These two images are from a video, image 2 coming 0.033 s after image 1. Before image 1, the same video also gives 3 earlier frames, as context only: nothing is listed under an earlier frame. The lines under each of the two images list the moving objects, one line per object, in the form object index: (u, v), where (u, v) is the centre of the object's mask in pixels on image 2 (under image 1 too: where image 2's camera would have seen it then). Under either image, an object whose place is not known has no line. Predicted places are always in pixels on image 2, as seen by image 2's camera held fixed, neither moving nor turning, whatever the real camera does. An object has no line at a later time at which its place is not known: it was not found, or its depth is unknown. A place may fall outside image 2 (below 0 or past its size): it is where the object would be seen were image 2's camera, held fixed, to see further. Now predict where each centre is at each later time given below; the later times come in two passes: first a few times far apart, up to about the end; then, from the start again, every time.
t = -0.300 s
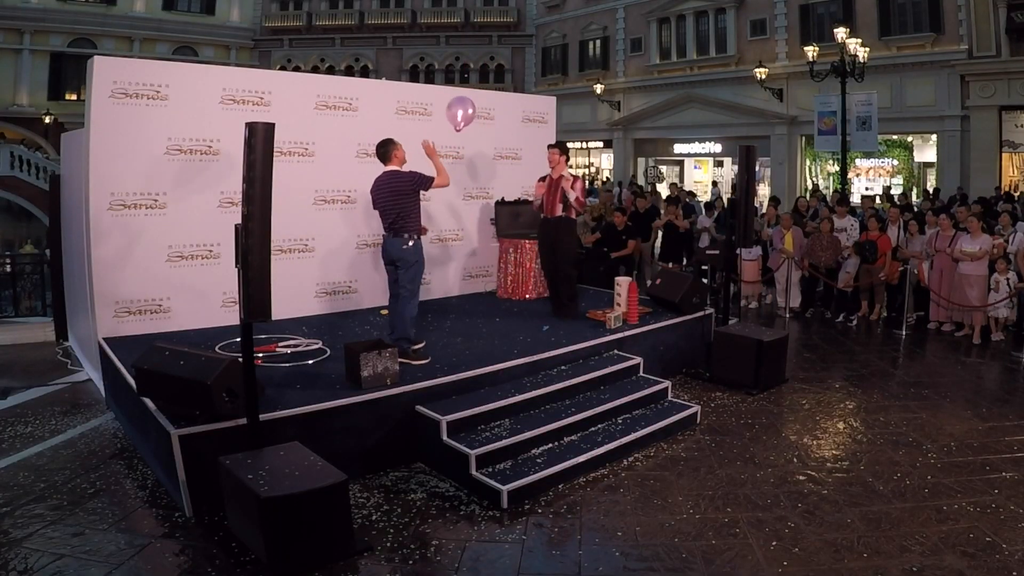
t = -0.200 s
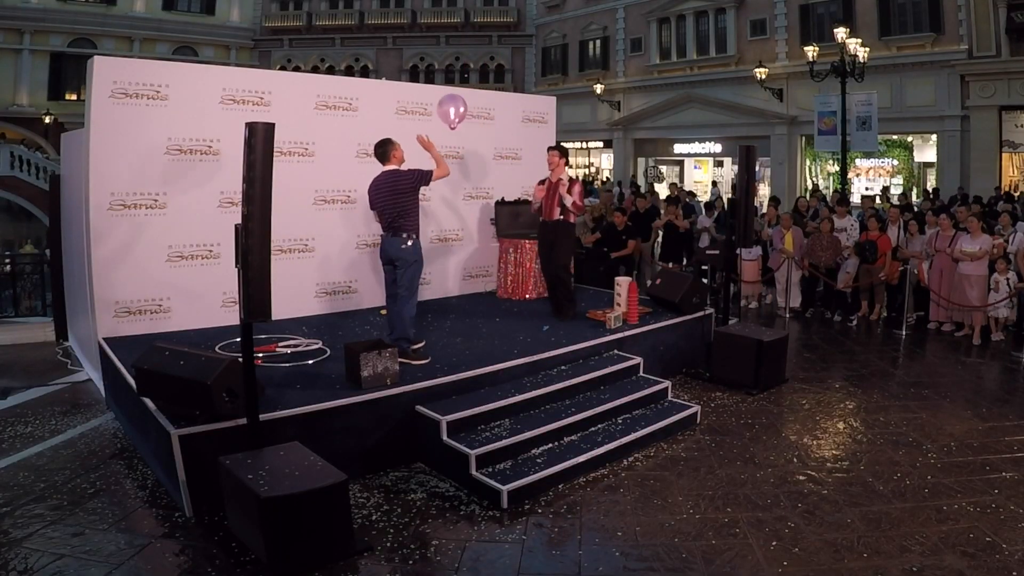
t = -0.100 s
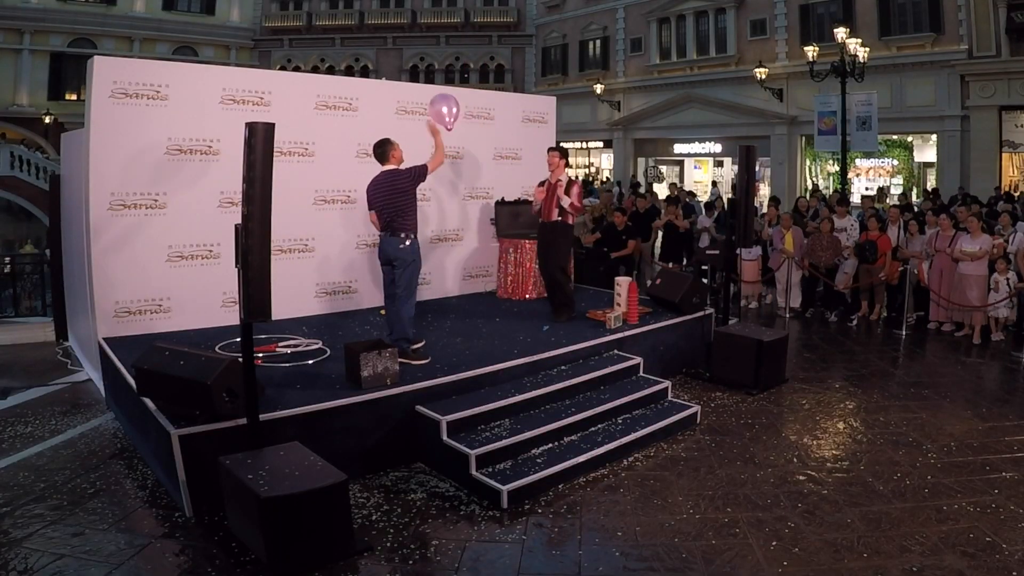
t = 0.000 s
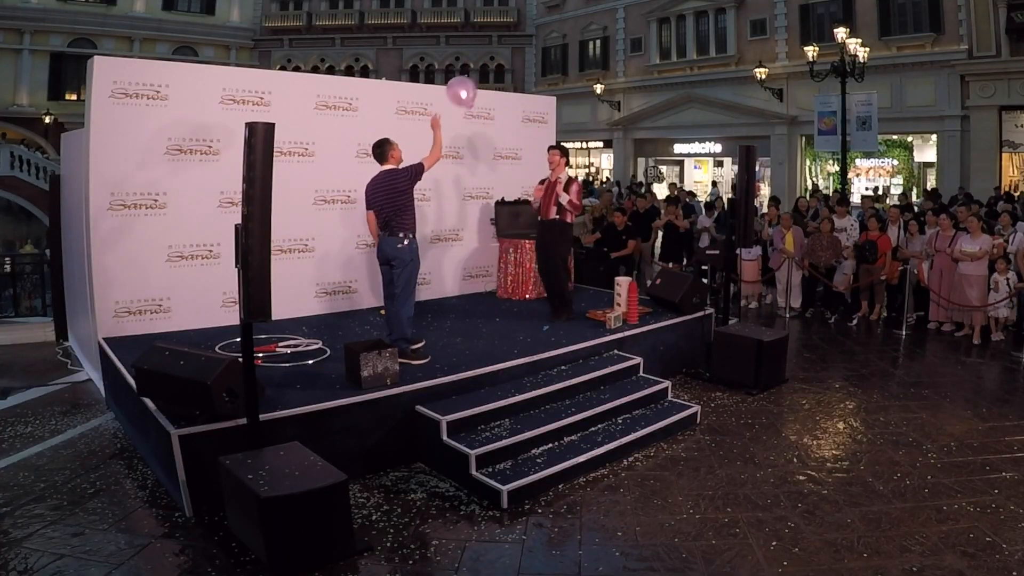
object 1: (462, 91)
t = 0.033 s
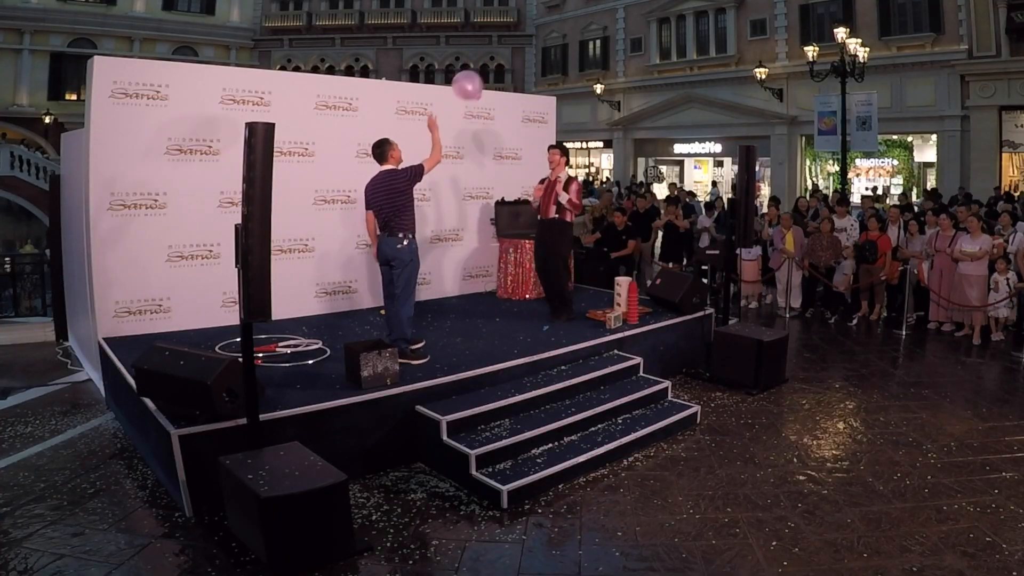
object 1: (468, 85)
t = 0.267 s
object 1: (497, 59)
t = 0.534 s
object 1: (511, 49)
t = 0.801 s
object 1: (520, 55)
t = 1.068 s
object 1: (526, 75)
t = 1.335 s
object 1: (531, 105)
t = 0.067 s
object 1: (473, 80)
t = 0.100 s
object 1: (478, 75)
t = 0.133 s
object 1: (482, 71)
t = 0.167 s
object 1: (487, 68)
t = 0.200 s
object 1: (490, 64)
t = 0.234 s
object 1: (494, 61)
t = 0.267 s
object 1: (497, 59)
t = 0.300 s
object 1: (499, 57)
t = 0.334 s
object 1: (501, 55)
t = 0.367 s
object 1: (503, 53)
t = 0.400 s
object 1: (505, 52)
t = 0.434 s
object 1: (507, 51)
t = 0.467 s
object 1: (509, 50)
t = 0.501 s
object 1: (510, 50)
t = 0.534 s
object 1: (511, 49)
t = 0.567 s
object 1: (513, 49)
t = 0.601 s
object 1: (514, 49)
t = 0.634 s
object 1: (515, 49)
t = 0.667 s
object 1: (516, 50)
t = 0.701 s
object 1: (517, 50)
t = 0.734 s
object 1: (518, 51)
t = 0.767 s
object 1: (519, 53)
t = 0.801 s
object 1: (520, 55)
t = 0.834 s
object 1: (521, 56)
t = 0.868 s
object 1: (521, 59)
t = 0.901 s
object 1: (522, 61)
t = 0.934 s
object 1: (523, 63)
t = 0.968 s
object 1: (524, 66)
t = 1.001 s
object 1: (524, 69)
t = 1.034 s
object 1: (525, 72)
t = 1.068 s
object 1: (526, 75)
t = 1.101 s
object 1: (526, 78)
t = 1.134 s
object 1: (527, 81)
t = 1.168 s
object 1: (528, 85)
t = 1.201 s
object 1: (528, 88)
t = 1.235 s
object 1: (529, 92)
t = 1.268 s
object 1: (530, 96)
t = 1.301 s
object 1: (530, 100)
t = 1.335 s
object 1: (531, 105)
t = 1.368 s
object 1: (531, 109)
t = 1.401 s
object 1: (532, 114)
